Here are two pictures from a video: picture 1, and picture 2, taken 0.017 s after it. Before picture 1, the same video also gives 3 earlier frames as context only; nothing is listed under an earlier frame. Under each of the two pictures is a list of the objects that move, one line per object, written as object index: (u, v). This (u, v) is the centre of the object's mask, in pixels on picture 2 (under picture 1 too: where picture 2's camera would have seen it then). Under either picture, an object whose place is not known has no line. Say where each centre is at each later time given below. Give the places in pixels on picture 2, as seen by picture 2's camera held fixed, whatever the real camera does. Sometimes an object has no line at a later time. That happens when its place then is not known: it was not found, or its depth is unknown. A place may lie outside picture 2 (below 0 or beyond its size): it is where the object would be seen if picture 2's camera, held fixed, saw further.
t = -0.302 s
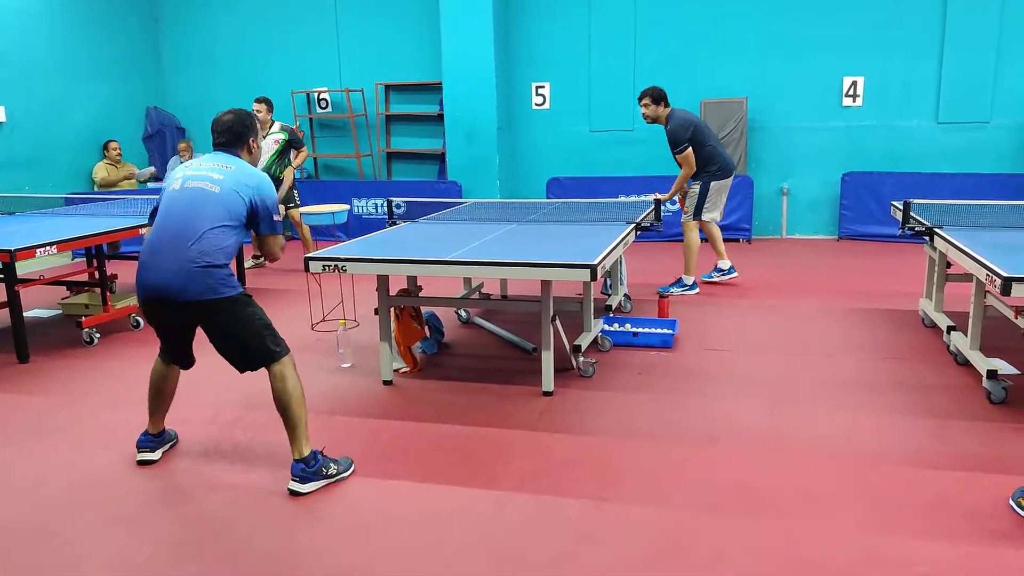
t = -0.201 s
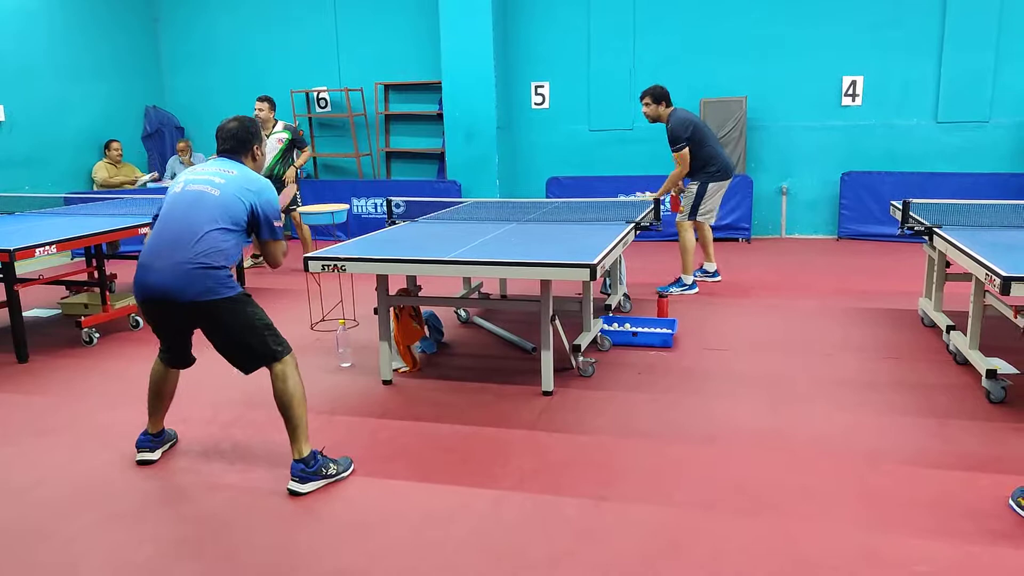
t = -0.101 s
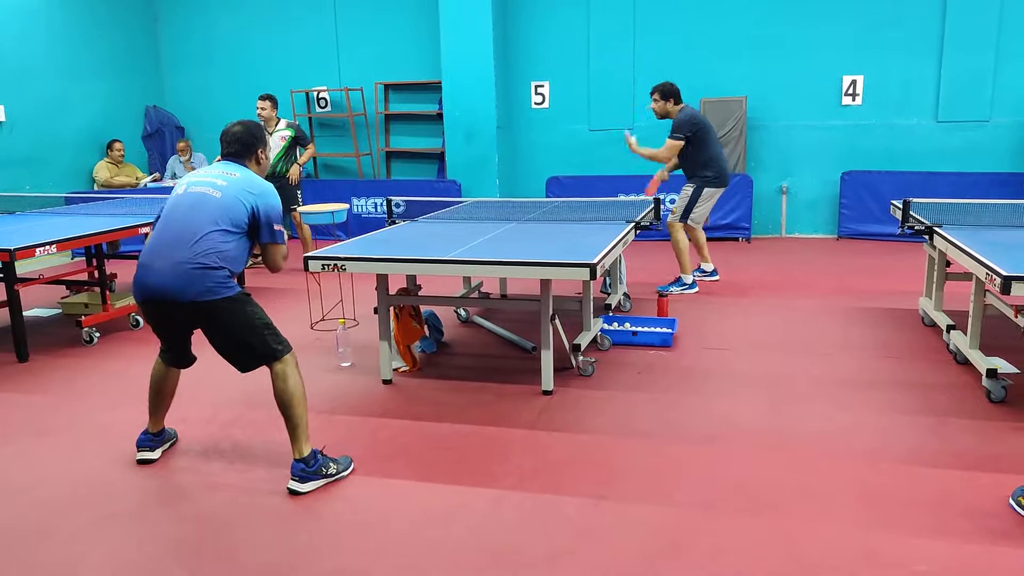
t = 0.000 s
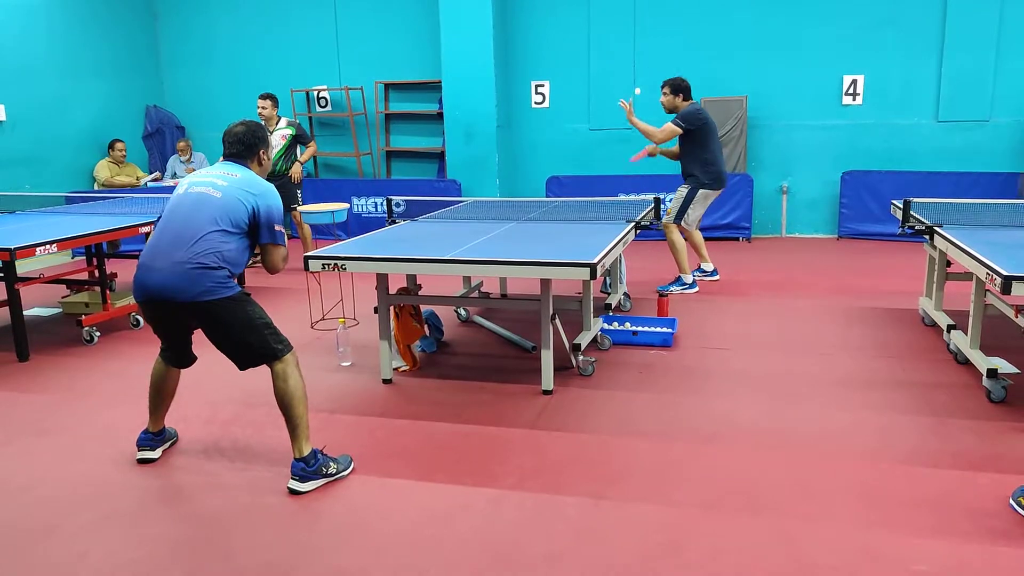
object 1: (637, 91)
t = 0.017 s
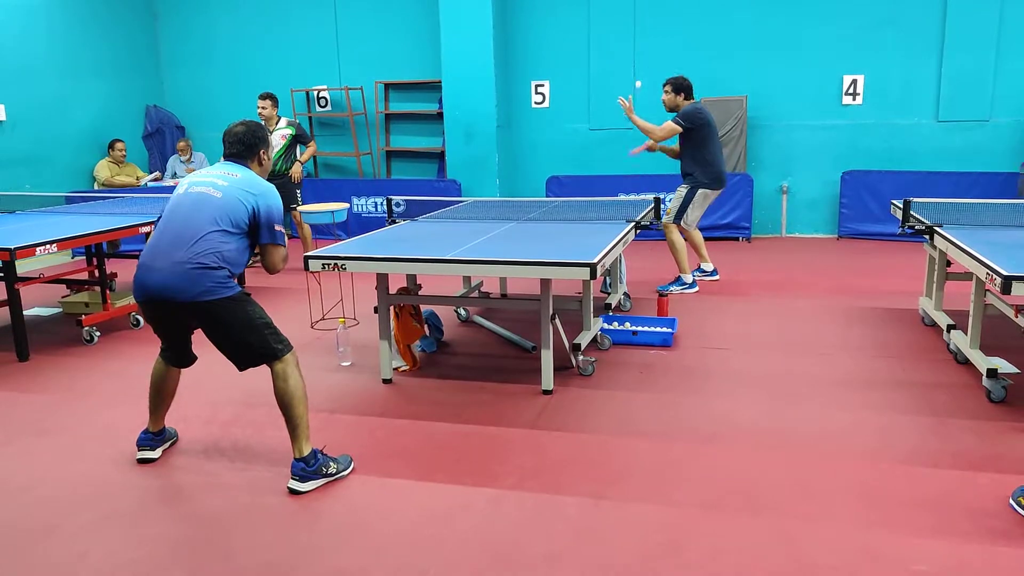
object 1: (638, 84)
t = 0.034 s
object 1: (638, 78)
